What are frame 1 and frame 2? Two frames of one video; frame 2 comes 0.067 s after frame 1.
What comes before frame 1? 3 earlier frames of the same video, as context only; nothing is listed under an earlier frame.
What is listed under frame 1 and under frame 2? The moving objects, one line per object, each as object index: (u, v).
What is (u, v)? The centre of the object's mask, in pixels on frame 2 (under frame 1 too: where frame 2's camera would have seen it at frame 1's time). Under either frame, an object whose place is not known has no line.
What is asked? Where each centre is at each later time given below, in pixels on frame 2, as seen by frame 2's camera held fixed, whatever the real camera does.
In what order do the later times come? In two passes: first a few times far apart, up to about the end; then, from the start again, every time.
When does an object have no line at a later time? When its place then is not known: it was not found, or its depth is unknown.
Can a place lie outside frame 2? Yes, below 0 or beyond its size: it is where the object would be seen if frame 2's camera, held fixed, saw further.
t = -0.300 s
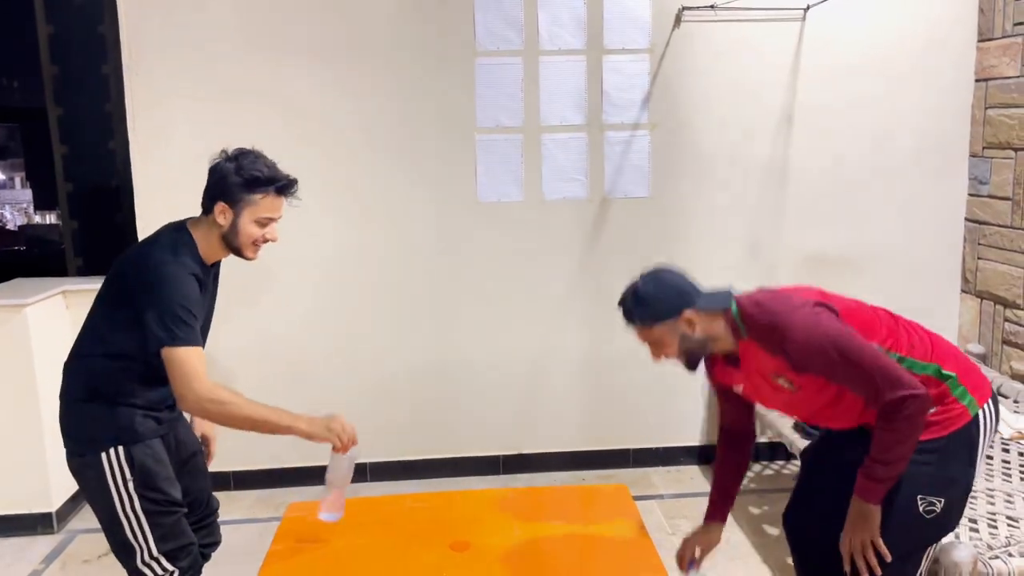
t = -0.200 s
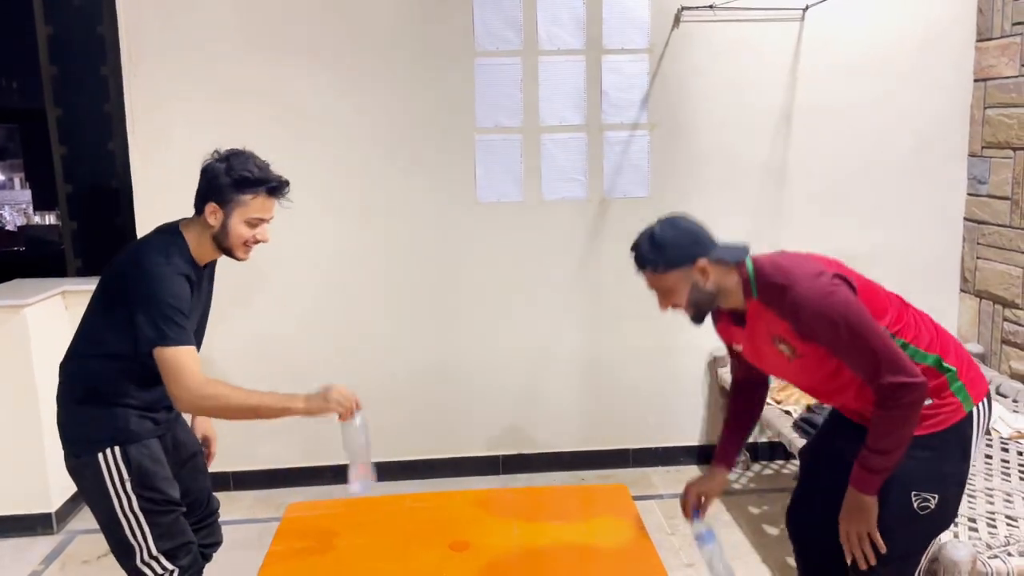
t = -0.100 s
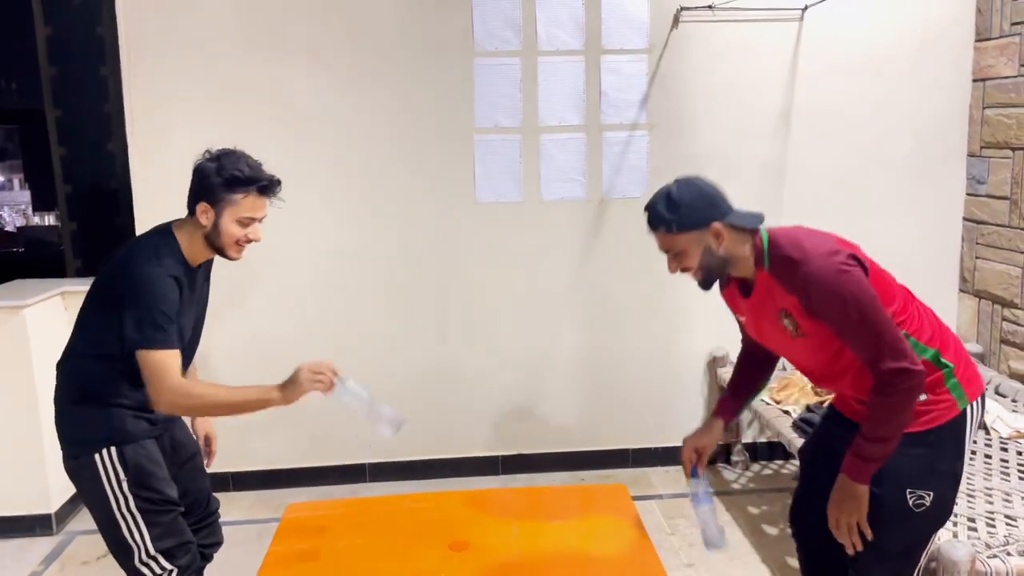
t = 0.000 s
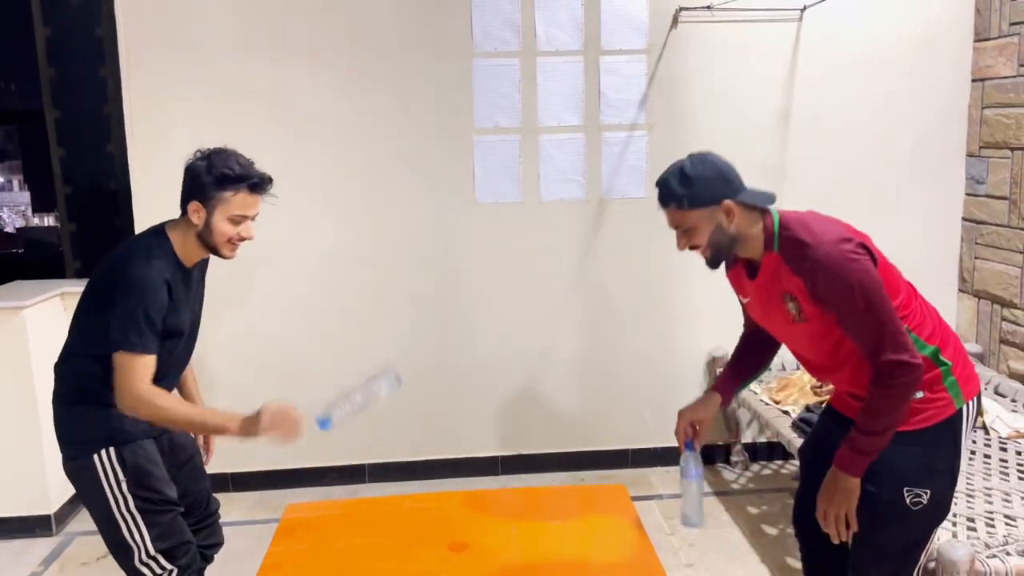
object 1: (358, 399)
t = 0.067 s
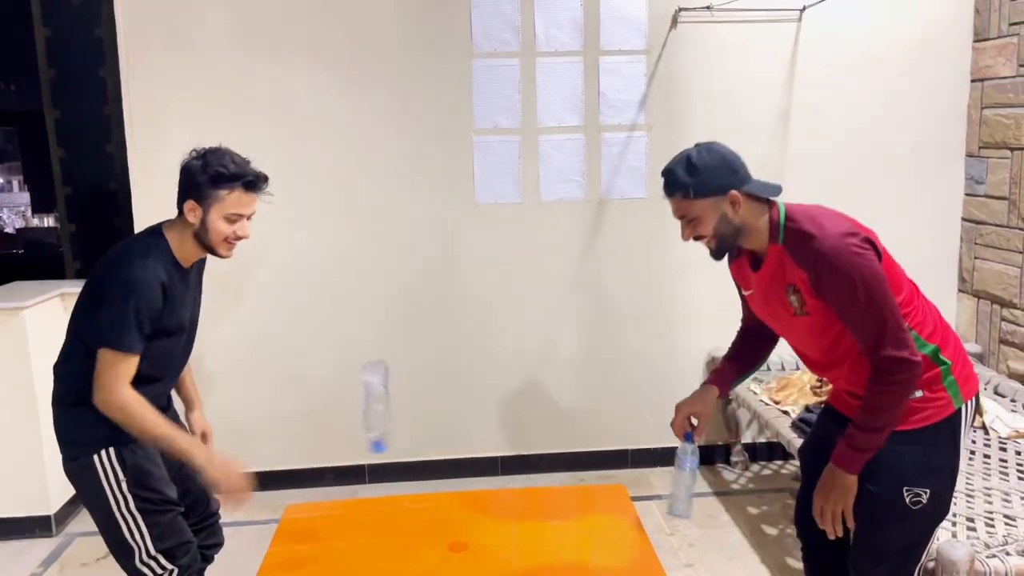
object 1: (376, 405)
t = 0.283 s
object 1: (372, 479)
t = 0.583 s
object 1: (312, 553)
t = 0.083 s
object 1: (380, 405)
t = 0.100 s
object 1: (385, 406)
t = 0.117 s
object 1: (388, 407)
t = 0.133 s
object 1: (391, 409)
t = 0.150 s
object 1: (392, 410)
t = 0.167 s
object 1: (391, 413)
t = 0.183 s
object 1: (391, 416)
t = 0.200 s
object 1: (389, 422)
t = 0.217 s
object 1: (388, 430)
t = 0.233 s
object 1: (382, 441)
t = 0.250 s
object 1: (377, 453)
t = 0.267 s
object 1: (374, 465)
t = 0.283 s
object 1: (372, 479)
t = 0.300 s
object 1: (369, 495)
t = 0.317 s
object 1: (367, 509)
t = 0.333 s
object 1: (362, 510)
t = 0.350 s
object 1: (357, 510)
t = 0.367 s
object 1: (353, 511)
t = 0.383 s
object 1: (349, 512)
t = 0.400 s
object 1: (346, 514)
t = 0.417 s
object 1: (341, 517)
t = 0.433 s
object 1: (338, 520)
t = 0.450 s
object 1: (333, 523)
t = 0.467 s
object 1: (329, 527)
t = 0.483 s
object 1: (324, 531)
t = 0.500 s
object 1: (319, 537)
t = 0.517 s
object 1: (315, 543)
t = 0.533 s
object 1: (311, 550)
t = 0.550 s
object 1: (314, 553)
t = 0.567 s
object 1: (313, 553)
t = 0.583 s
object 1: (312, 553)
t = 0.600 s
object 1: (311, 553)
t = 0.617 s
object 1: (311, 553)
